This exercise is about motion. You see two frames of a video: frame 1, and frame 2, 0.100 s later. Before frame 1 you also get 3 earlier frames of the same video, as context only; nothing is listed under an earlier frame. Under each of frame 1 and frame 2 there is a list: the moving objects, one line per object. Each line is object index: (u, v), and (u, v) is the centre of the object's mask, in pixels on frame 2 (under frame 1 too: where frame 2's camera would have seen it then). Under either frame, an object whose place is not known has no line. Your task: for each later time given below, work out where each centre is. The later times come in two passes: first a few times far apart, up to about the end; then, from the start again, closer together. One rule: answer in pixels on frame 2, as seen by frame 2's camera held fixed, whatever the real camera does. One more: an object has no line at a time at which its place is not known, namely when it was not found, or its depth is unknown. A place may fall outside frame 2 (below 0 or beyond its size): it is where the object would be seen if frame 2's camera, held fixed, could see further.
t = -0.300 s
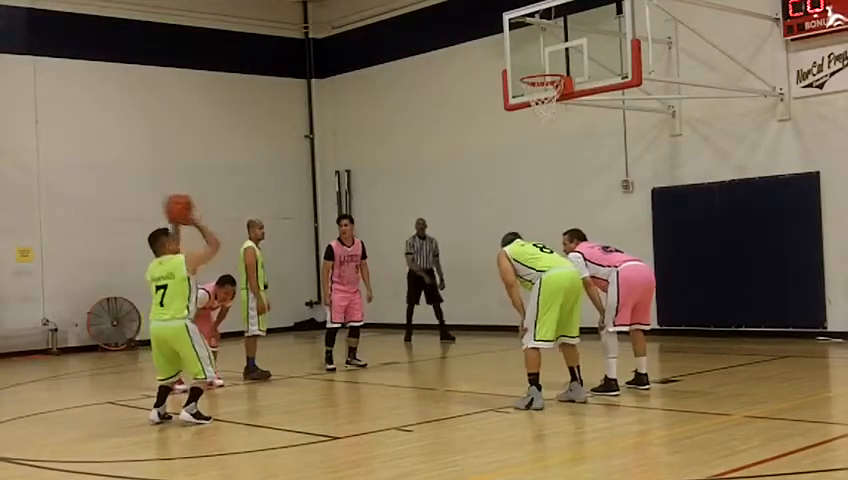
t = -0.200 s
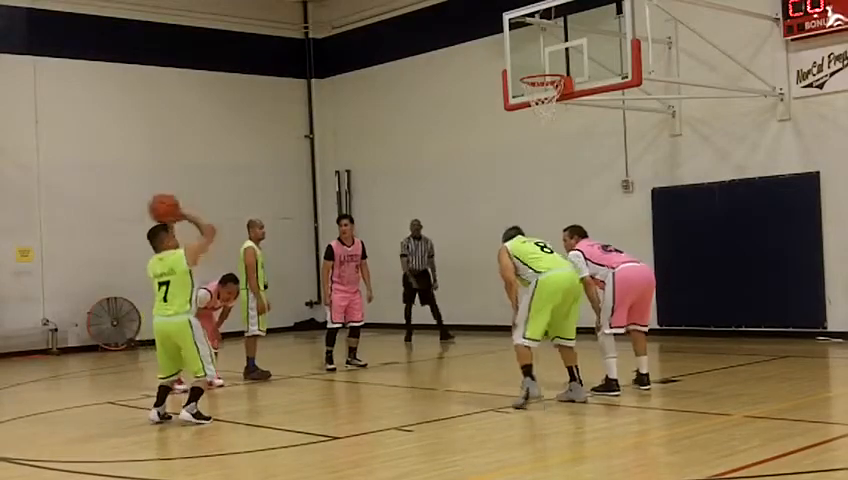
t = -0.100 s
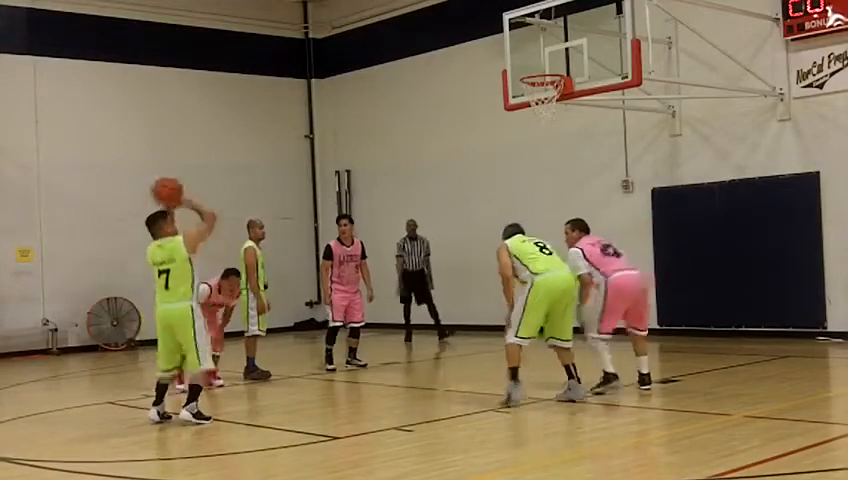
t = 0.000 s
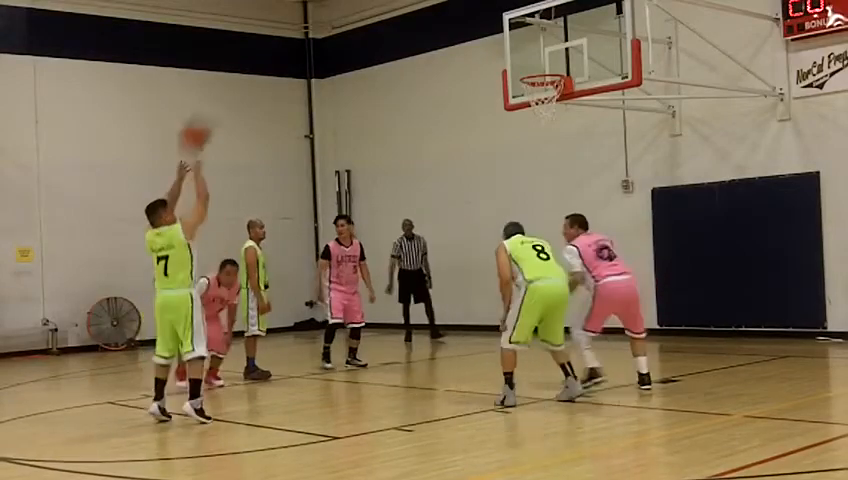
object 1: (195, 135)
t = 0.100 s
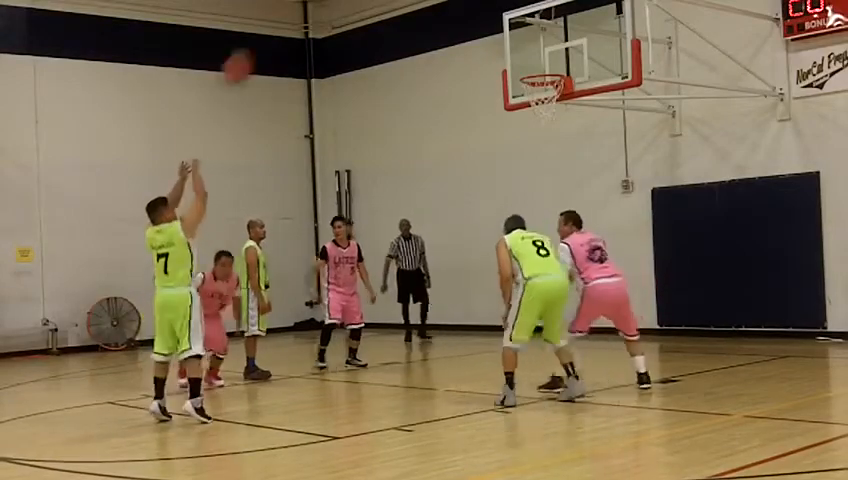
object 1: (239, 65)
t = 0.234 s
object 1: (291, 8)
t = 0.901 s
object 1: (511, 4)
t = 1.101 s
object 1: (562, 63)
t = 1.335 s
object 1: (550, 9)
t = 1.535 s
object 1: (536, 6)
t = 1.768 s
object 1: (523, 43)
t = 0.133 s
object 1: (251, 50)
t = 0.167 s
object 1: (262, 37)
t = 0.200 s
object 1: (273, 23)
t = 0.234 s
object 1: (291, 8)
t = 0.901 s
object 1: (511, 4)
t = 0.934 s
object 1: (519, 8)
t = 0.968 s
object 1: (532, 24)
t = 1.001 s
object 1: (538, 34)
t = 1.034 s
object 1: (545, 41)
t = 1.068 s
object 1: (556, 61)
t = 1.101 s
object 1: (562, 63)
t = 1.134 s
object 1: (563, 52)
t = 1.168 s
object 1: (562, 42)
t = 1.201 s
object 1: (560, 34)
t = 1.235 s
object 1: (557, 25)
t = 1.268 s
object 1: (553, 18)
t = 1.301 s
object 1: (551, 12)
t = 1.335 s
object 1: (550, 9)
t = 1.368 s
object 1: (547, 9)
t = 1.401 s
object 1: (546, 8)
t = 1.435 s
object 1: (544, 8)
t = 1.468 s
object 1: (540, 6)
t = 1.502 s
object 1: (538, 6)
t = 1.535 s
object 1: (536, 6)
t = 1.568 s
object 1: (534, 7)
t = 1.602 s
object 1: (533, 9)
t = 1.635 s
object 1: (531, 11)
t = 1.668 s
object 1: (528, 20)
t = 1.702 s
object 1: (526, 26)
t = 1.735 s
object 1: (524, 33)
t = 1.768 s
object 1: (523, 43)
